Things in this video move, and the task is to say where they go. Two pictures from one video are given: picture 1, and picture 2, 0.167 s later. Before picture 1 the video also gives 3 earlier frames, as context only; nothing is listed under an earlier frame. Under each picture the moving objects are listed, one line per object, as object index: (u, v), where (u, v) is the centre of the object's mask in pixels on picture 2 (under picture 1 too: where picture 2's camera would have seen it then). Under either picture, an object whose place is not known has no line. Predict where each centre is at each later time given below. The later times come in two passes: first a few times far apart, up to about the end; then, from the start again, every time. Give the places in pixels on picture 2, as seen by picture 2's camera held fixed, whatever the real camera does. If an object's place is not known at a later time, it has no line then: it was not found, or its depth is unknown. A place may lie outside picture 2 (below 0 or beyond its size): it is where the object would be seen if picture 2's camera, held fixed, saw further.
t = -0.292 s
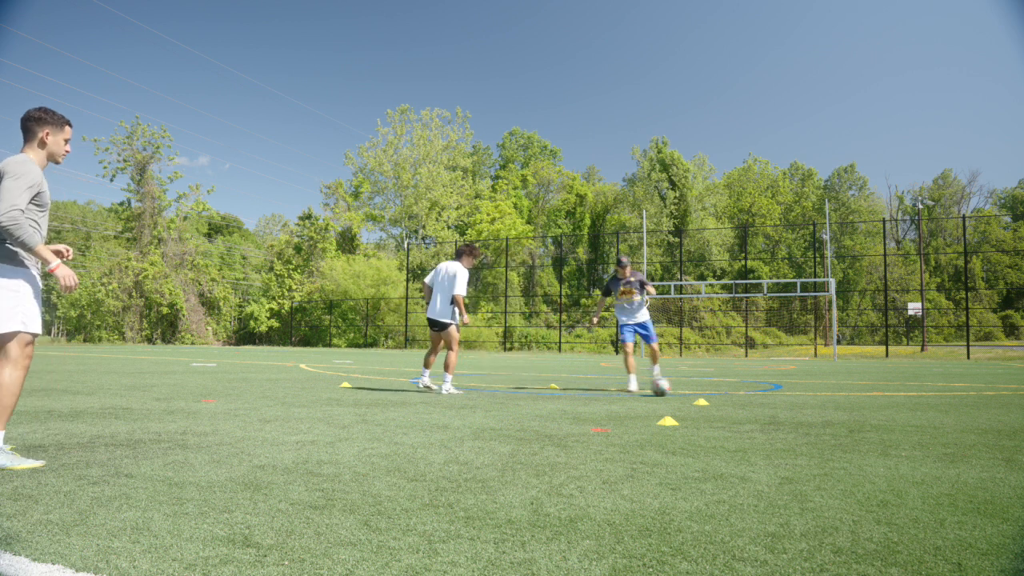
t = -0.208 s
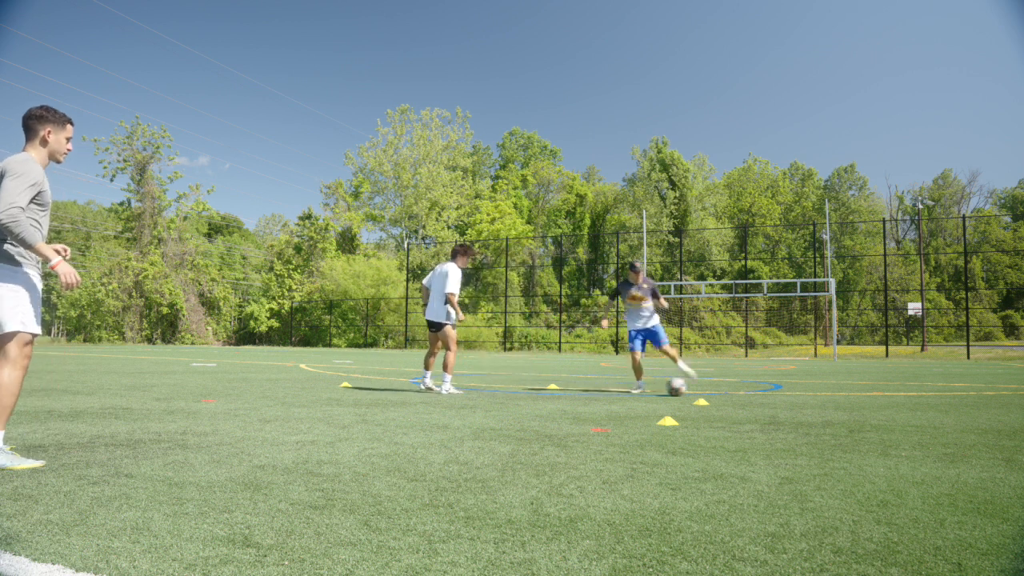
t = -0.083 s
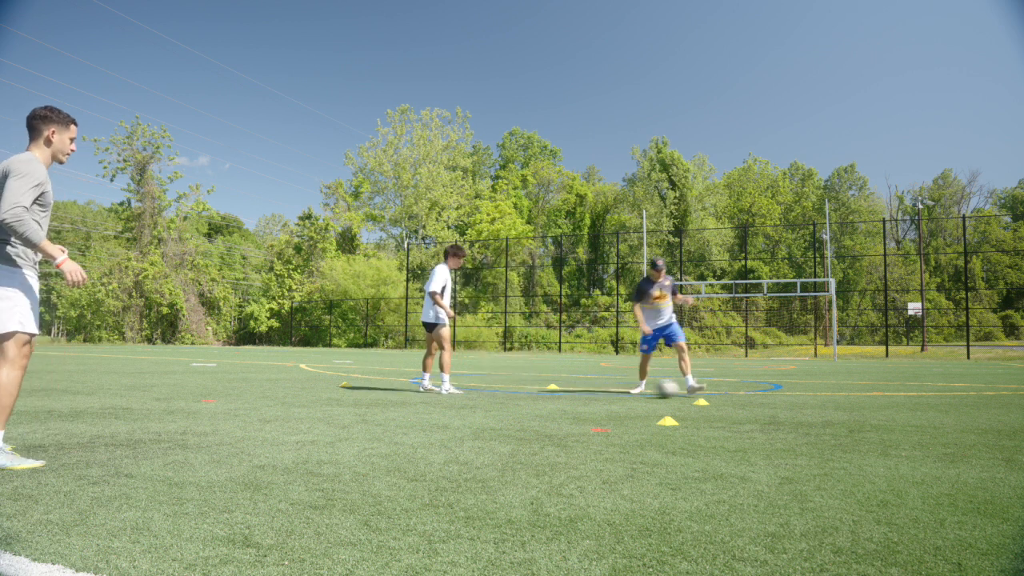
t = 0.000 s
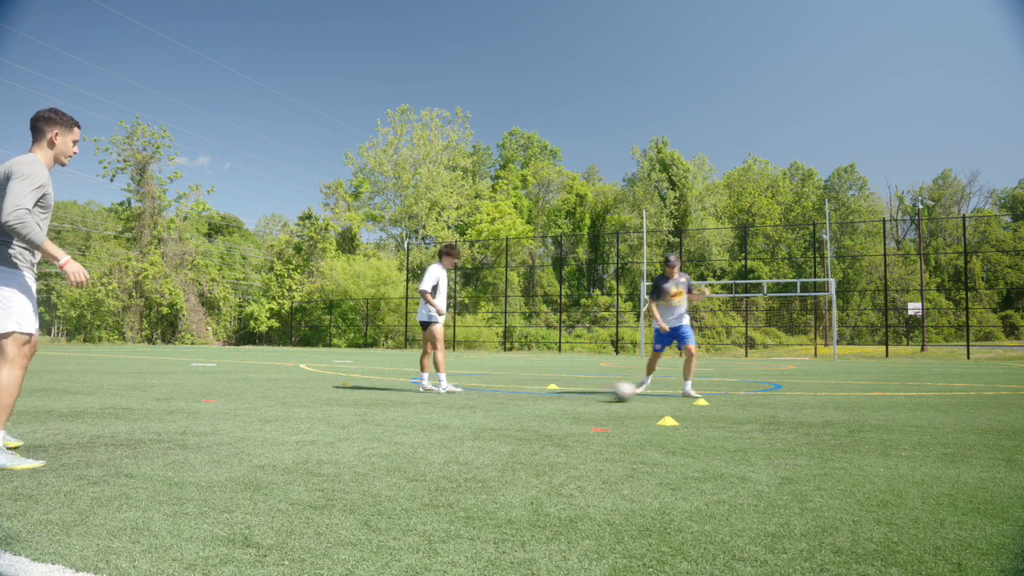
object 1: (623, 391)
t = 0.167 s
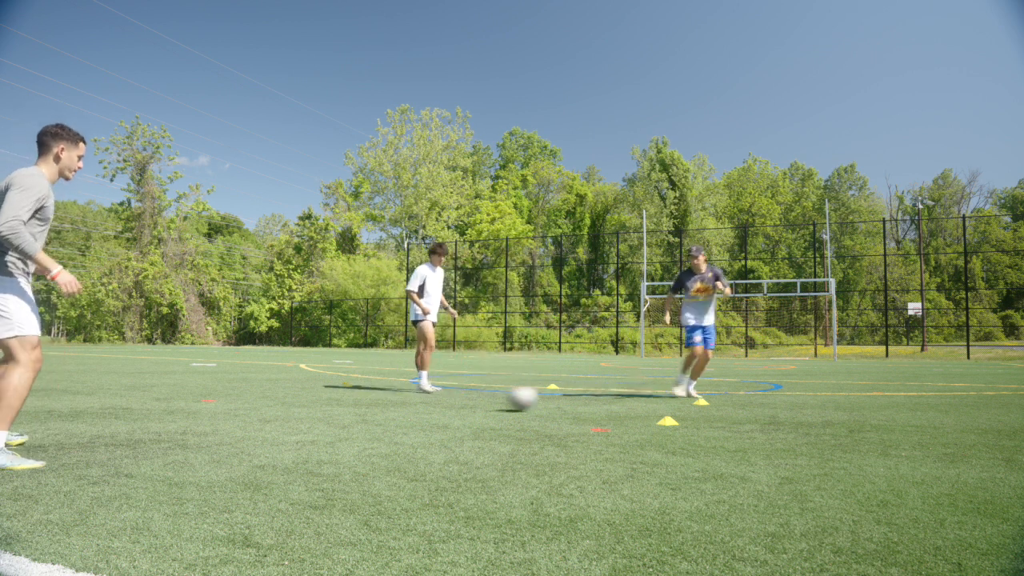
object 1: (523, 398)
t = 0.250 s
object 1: (466, 401)
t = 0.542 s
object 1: (231, 413)
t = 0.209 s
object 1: (493, 400)
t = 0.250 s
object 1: (466, 401)
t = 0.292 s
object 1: (435, 404)
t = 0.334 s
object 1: (402, 406)
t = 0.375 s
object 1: (371, 405)
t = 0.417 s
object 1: (338, 407)
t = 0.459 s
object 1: (303, 410)
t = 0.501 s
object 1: (264, 414)
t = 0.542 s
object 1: (231, 413)
